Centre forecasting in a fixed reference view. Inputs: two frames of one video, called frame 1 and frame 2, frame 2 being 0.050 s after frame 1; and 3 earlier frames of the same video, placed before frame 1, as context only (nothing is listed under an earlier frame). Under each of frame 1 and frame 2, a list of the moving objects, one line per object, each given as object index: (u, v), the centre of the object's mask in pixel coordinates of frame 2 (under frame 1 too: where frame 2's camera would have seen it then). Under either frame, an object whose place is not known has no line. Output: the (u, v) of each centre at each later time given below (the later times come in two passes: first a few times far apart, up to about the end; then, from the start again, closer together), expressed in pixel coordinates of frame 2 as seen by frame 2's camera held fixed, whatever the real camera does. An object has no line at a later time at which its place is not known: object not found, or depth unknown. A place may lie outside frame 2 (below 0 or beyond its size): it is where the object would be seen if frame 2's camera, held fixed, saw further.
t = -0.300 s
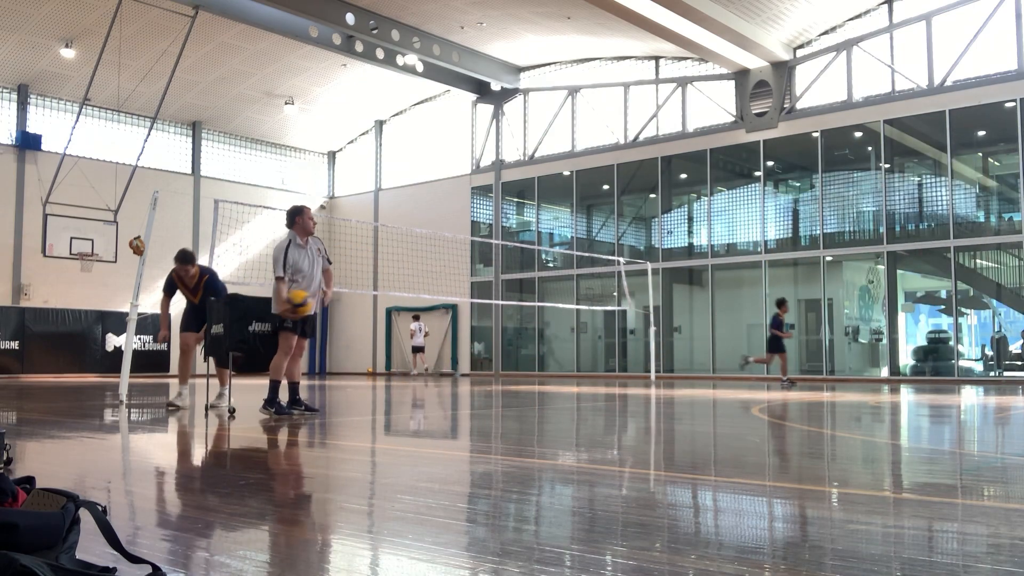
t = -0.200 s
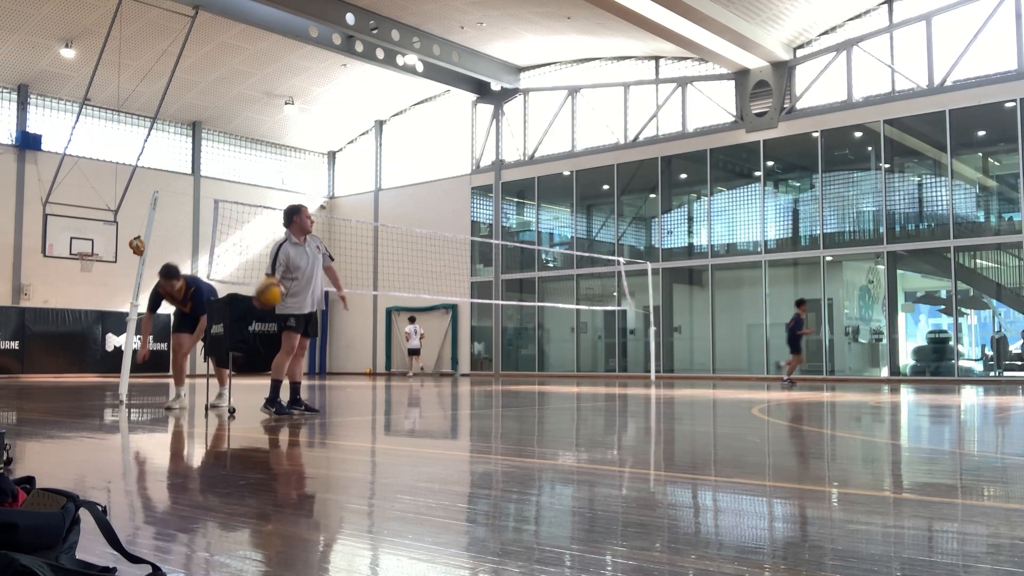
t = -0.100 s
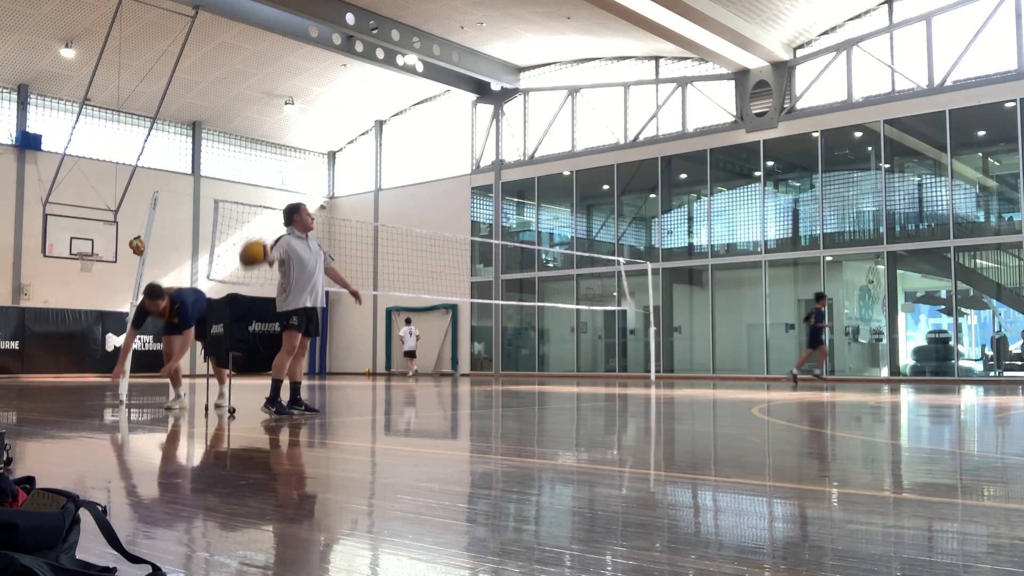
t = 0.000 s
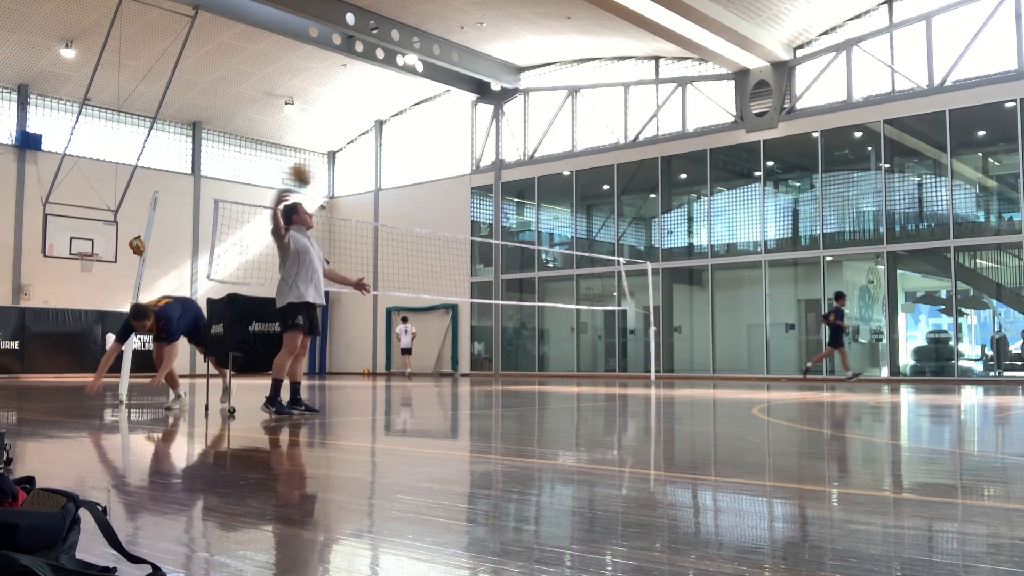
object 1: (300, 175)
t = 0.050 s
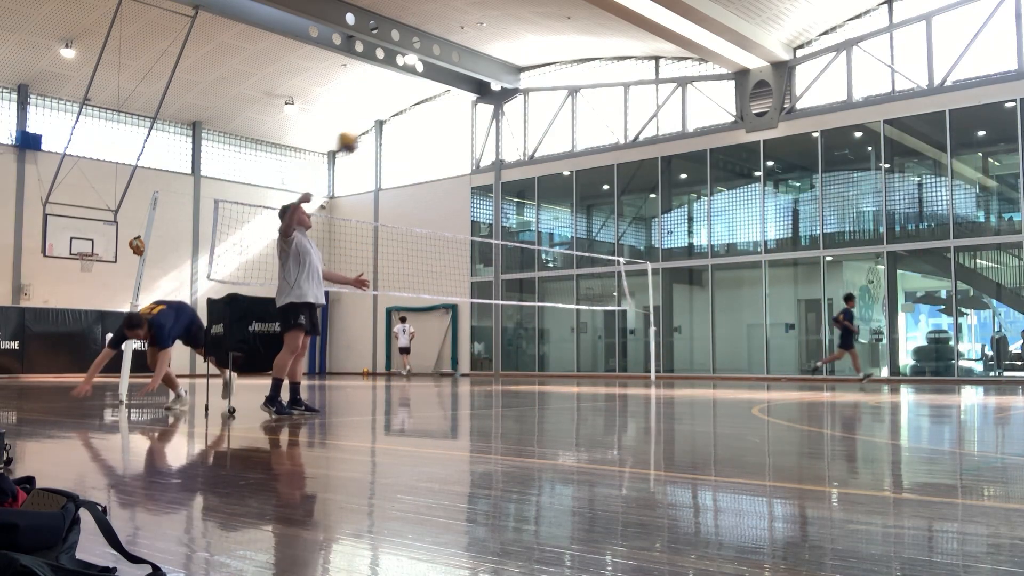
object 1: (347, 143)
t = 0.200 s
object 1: (467, 74)
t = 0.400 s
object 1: (592, 32)
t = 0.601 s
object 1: (692, 31)
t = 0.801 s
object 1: (774, 61)
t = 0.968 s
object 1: (833, 106)
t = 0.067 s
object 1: (362, 133)
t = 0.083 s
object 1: (376, 124)
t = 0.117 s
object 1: (404, 109)
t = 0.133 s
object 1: (417, 101)
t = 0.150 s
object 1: (430, 94)
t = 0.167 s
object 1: (444, 84)
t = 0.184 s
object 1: (455, 79)
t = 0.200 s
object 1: (467, 74)
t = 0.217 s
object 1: (478, 68)
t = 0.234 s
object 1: (490, 64)
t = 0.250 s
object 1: (501, 59)
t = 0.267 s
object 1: (513, 54)
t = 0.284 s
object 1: (523, 50)
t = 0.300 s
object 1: (533, 46)
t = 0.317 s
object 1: (543, 44)
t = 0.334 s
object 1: (553, 41)
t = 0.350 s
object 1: (563, 38)
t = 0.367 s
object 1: (573, 36)
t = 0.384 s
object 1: (582, 34)
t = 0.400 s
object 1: (592, 32)
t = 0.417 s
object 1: (601, 30)
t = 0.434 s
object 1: (610, 29)
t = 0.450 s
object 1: (618, 28)
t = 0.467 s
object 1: (627, 28)
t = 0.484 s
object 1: (638, 27)
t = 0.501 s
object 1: (646, 27)
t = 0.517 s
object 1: (653, 27)
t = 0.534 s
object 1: (661, 26)
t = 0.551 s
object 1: (669, 28)
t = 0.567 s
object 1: (676, 29)
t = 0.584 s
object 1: (685, 30)
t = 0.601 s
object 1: (692, 31)
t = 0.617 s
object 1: (700, 33)
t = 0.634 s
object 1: (706, 34)
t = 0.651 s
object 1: (714, 36)
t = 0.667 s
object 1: (721, 38)
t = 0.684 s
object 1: (728, 40)
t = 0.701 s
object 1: (734, 43)
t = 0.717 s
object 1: (741, 45)
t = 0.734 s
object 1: (748, 48)
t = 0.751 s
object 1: (754, 50)
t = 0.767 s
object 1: (760, 53)
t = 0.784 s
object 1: (767, 57)
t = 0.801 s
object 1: (774, 61)
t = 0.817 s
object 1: (781, 65)
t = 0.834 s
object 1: (785, 68)
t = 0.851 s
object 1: (788, 71)
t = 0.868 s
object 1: (795, 75)
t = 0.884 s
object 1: (805, 81)
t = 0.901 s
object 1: (809, 85)
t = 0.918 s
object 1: (814, 89)
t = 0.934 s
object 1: (820, 95)
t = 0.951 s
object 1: (826, 101)
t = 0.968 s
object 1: (833, 106)
